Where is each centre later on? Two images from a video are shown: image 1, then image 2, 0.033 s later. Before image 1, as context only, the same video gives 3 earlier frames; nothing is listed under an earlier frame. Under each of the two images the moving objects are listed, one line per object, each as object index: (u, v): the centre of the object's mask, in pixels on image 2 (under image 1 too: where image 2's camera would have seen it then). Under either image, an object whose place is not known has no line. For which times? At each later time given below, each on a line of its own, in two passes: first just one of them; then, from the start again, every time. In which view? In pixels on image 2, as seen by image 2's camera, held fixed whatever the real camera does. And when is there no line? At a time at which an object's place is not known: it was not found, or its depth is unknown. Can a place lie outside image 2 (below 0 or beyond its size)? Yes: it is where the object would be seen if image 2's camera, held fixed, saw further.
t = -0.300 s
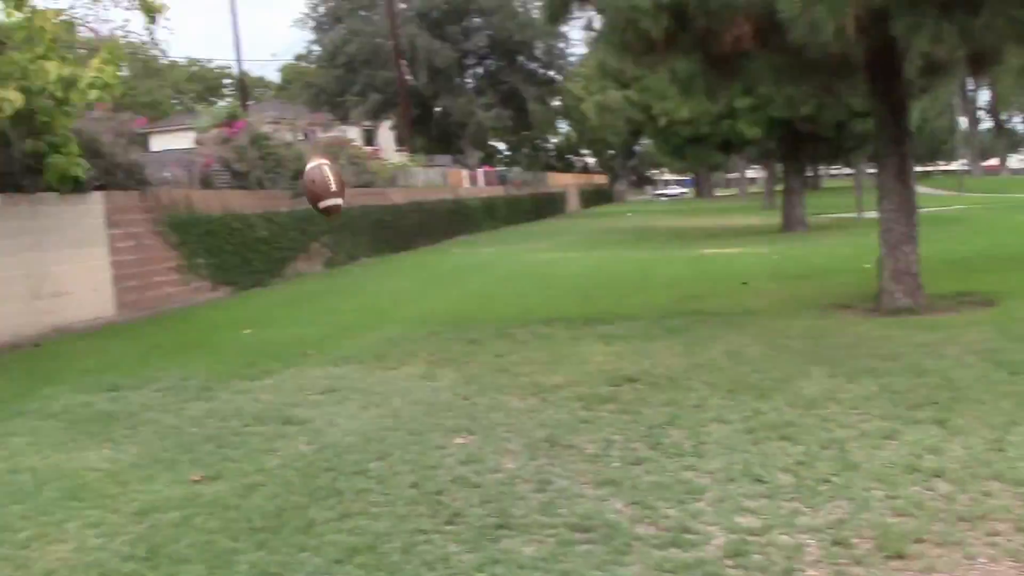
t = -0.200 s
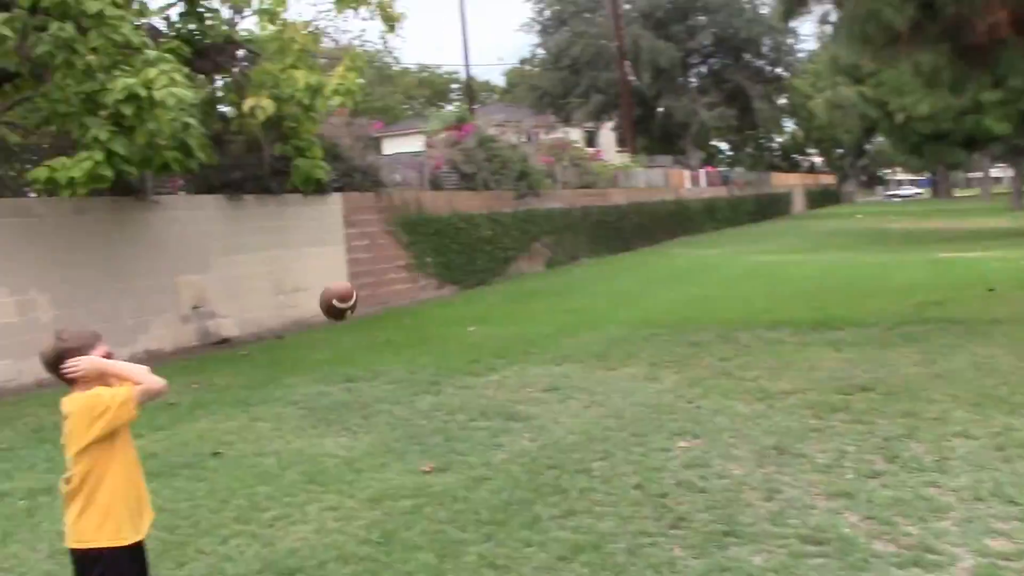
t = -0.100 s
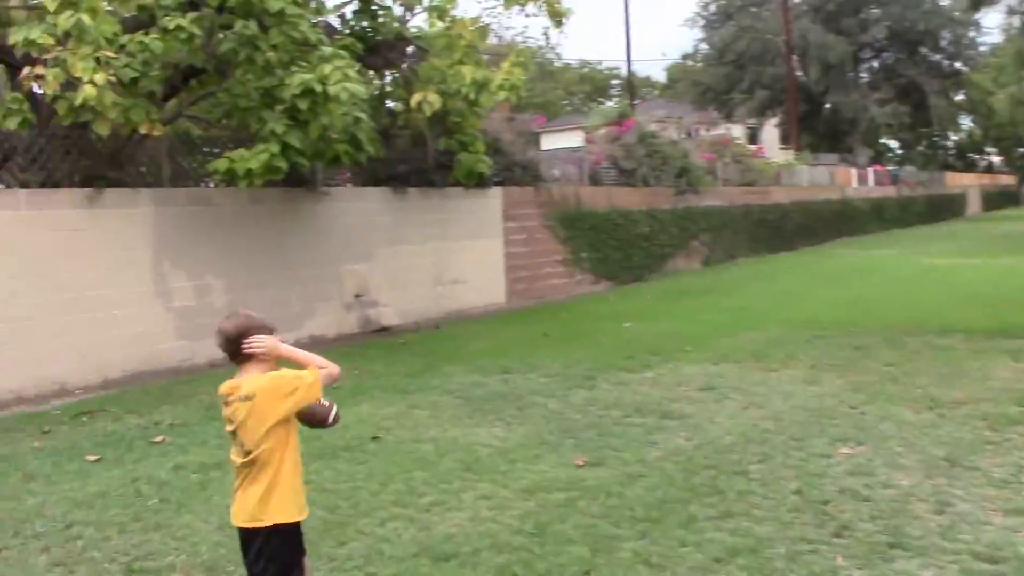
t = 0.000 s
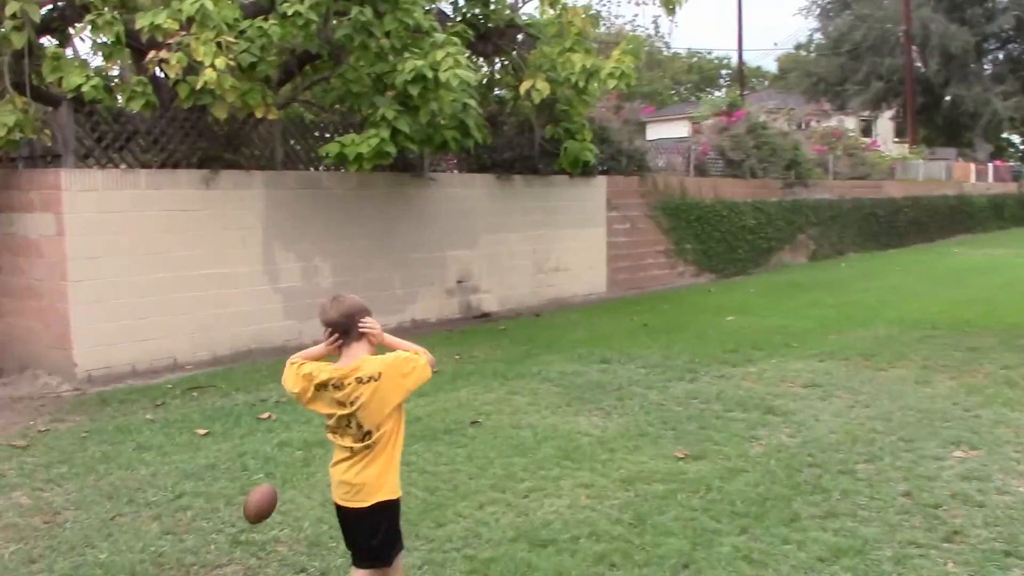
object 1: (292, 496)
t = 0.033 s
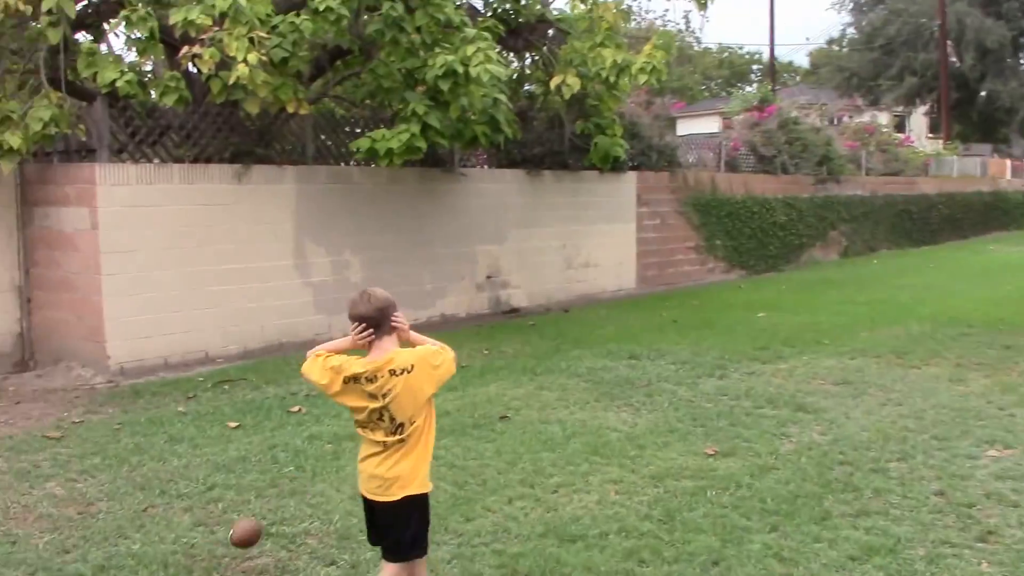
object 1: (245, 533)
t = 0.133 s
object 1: (158, 509)
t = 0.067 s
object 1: (206, 557)
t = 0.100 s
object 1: (181, 531)
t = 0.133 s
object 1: (158, 509)
